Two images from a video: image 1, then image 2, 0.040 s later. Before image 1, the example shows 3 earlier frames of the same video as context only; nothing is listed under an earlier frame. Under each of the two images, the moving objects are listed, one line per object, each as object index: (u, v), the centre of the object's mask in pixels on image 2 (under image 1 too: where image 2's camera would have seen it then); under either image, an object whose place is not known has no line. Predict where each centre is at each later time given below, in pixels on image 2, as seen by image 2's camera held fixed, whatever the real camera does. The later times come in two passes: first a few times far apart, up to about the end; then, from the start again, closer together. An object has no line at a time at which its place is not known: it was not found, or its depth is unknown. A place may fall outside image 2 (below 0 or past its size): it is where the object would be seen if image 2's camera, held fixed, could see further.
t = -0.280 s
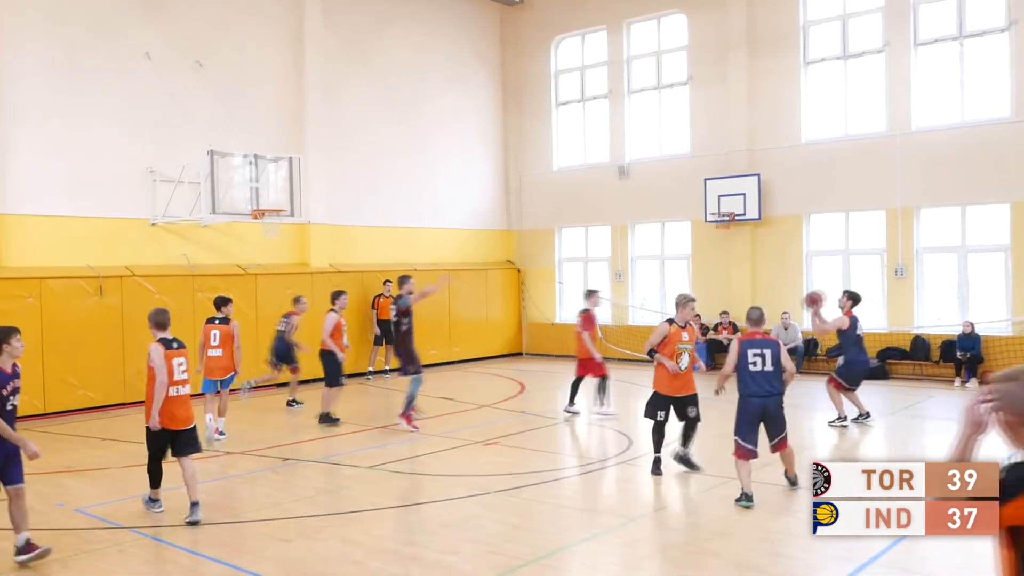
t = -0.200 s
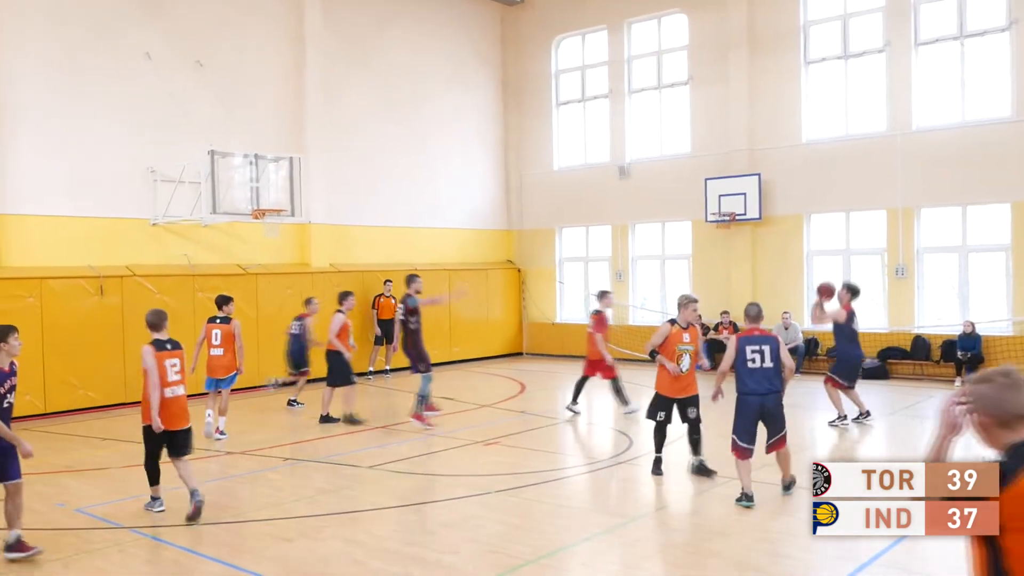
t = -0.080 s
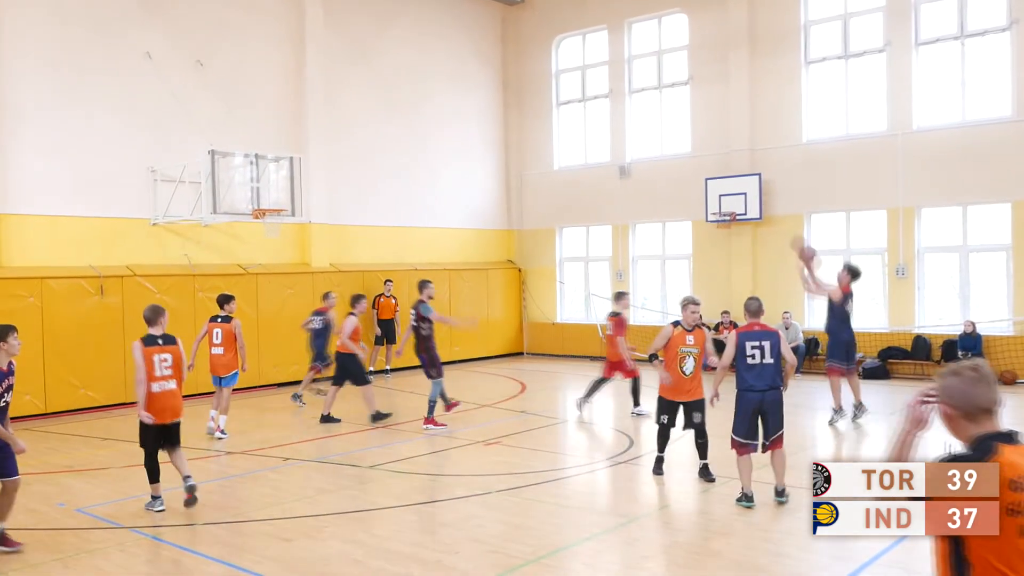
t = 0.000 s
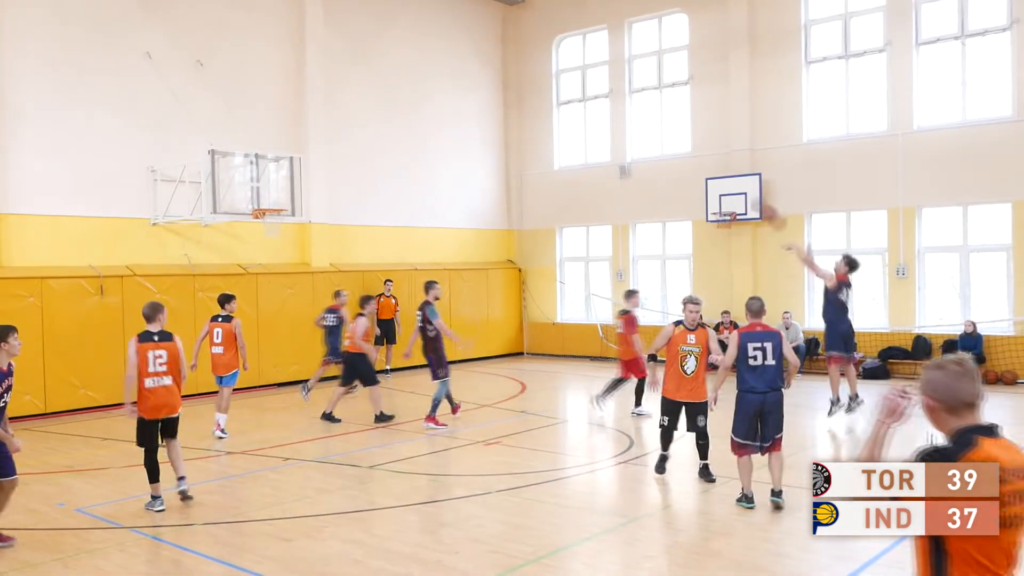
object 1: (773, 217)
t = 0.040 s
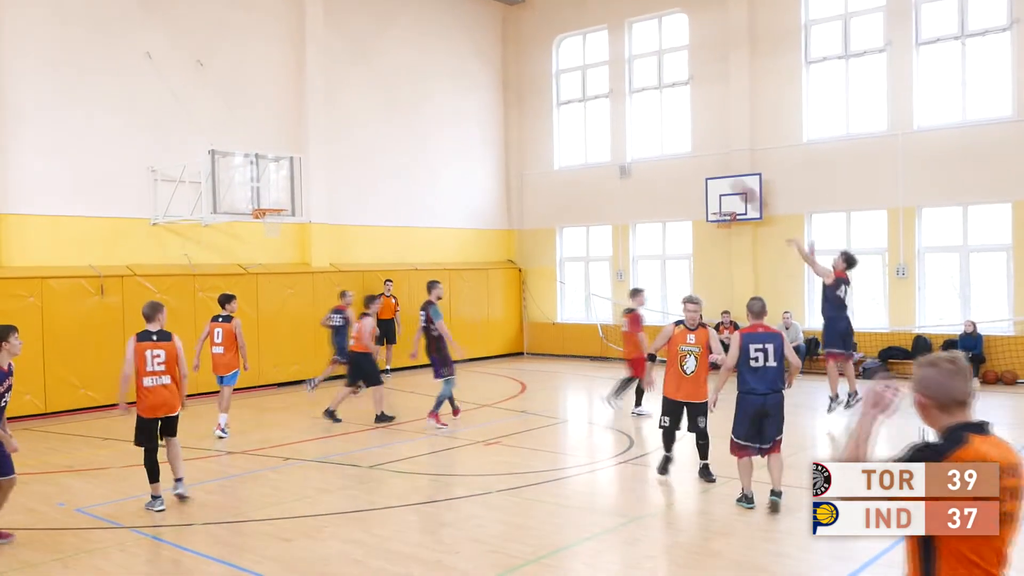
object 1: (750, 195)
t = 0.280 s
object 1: (632, 115)
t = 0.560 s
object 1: (510, 80)
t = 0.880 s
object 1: (386, 108)
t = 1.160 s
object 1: (288, 183)
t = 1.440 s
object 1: (286, 218)
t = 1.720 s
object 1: (265, 248)
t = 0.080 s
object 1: (727, 176)
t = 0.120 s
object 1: (711, 164)
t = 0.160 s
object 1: (693, 152)
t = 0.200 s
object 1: (671, 138)
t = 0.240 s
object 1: (653, 127)
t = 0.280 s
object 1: (632, 115)
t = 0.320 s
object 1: (616, 107)
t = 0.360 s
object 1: (597, 99)
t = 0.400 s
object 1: (578, 93)
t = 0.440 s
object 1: (560, 87)
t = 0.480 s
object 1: (544, 84)
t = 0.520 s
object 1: (525, 81)
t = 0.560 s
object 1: (510, 80)
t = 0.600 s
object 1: (494, 80)
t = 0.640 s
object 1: (477, 81)
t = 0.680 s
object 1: (462, 82)
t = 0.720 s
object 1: (446, 86)
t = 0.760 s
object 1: (431, 89)
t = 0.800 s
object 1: (416, 94)
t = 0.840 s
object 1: (401, 100)
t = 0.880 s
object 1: (386, 108)
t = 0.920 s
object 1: (371, 116)
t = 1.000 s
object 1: (343, 134)
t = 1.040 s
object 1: (329, 144)
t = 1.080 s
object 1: (315, 156)
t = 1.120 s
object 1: (301, 169)
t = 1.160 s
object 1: (288, 183)
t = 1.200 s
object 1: (275, 197)
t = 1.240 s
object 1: (269, 212)
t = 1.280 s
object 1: (276, 221)
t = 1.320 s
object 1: (284, 223)
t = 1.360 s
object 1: (288, 219)
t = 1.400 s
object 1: (288, 218)
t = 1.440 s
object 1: (286, 218)
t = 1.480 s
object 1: (283, 220)
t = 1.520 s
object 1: (280, 223)
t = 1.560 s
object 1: (277, 226)
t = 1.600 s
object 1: (274, 231)
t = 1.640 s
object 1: (271, 235)
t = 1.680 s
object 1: (268, 242)
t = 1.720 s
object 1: (265, 248)
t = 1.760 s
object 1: (263, 256)
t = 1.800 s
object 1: (260, 265)
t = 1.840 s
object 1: (258, 274)
